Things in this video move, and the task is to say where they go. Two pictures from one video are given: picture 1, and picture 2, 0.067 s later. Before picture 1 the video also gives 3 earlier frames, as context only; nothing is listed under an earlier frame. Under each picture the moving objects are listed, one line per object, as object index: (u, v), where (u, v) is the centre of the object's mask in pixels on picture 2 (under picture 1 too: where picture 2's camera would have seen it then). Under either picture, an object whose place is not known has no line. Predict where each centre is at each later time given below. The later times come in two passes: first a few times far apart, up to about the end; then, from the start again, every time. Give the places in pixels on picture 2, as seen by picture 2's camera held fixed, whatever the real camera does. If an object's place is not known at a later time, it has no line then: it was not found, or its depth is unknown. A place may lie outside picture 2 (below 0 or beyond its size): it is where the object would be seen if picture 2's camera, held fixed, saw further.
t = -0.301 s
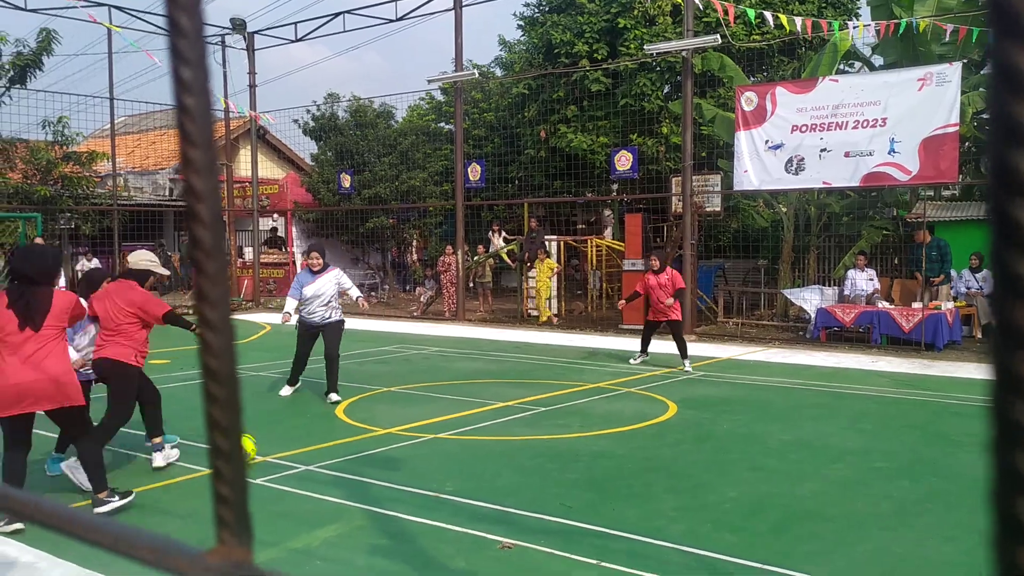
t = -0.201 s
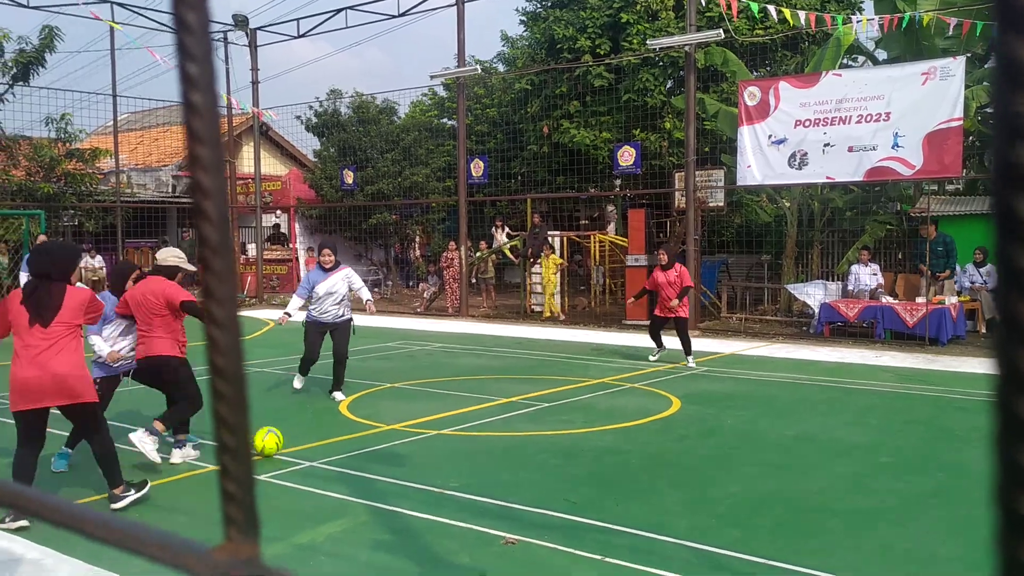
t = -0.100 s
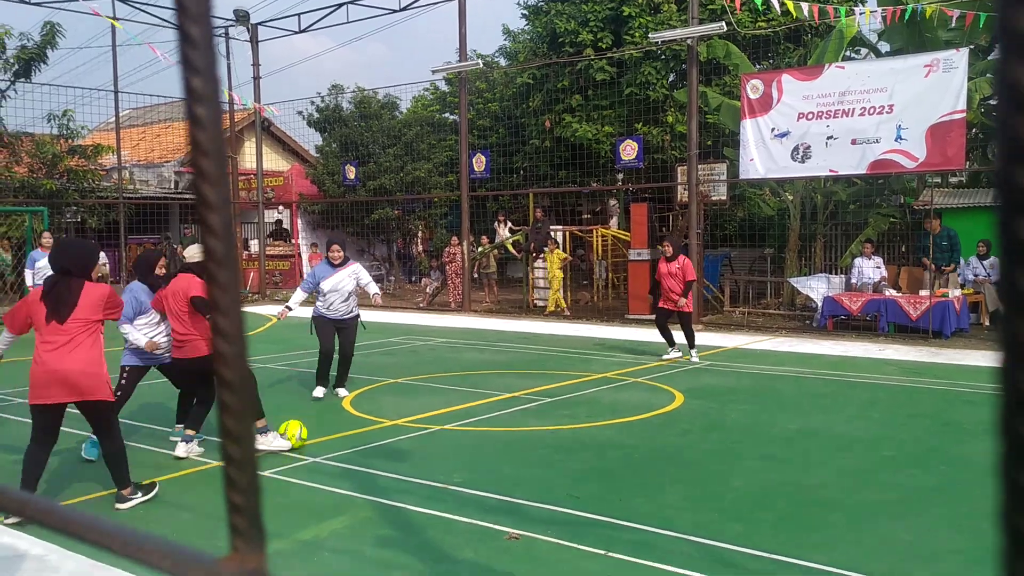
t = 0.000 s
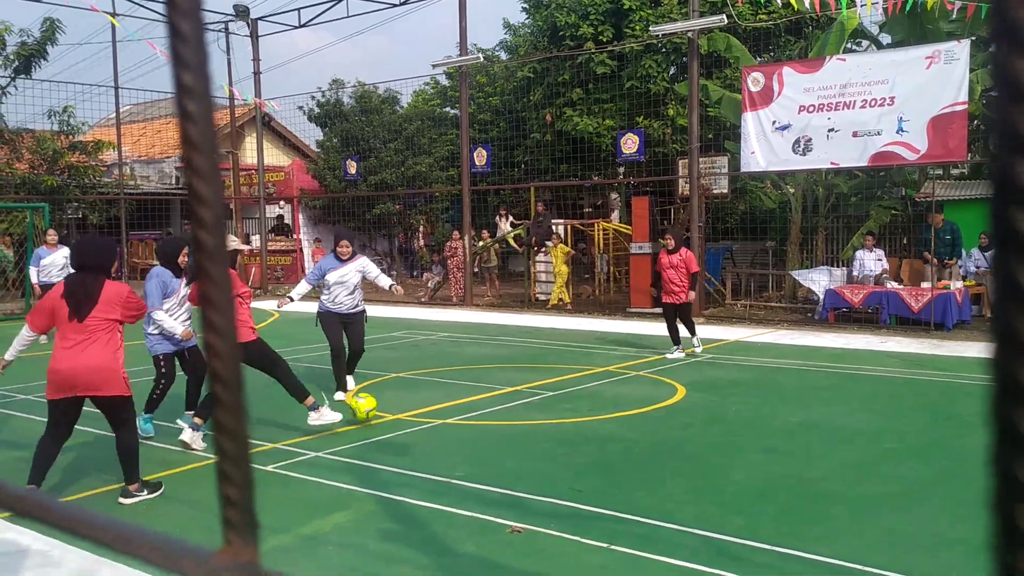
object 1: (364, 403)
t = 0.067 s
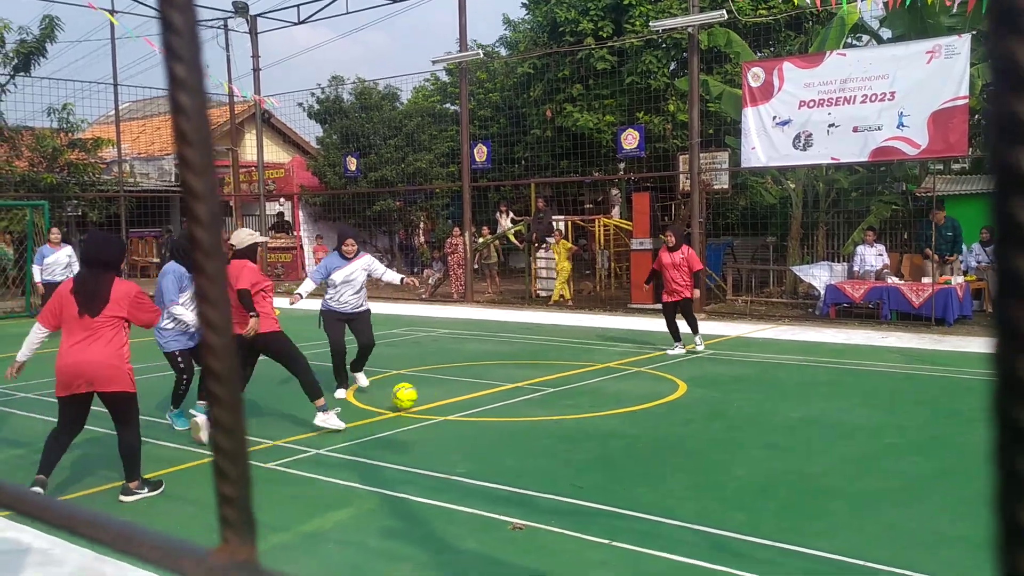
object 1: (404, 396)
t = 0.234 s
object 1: (481, 381)
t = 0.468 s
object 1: (549, 363)
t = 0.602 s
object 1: (577, 358)
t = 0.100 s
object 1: (423, 394)
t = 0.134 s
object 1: (438, 391)
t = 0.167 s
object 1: (453, 386)
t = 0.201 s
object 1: (468, 383)
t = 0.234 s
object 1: (481, 381)
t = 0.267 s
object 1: (493, 378)
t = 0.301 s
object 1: (504, 375)
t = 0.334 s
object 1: (514, 372)
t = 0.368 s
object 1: (524, 370)
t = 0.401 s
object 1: (534, 369)
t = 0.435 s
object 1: (542, 365)
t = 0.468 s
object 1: (549, 363)
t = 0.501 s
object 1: (556, 362)
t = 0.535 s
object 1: (564, 361)
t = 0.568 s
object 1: (570, 360)
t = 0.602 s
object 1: (577, 358)
